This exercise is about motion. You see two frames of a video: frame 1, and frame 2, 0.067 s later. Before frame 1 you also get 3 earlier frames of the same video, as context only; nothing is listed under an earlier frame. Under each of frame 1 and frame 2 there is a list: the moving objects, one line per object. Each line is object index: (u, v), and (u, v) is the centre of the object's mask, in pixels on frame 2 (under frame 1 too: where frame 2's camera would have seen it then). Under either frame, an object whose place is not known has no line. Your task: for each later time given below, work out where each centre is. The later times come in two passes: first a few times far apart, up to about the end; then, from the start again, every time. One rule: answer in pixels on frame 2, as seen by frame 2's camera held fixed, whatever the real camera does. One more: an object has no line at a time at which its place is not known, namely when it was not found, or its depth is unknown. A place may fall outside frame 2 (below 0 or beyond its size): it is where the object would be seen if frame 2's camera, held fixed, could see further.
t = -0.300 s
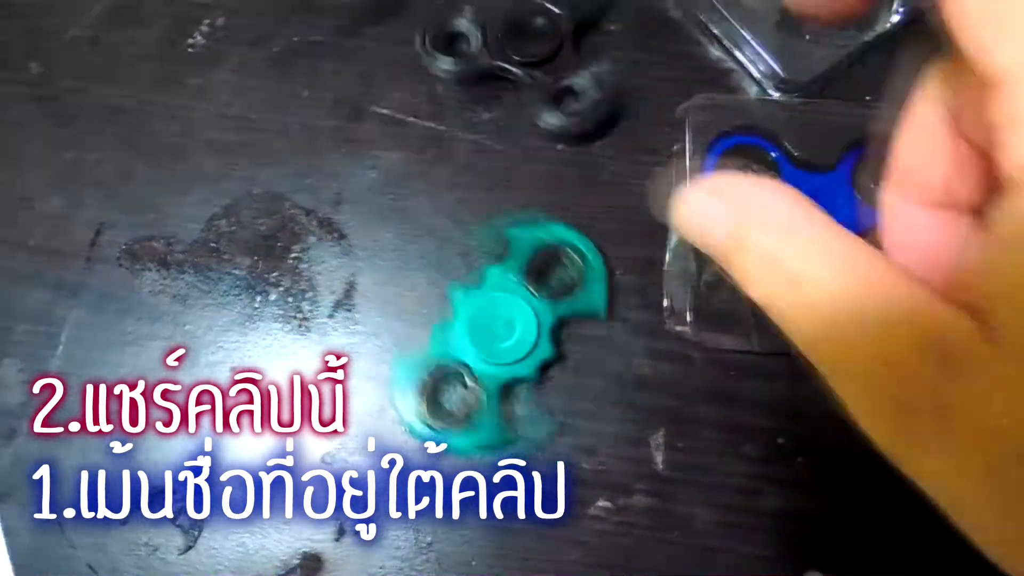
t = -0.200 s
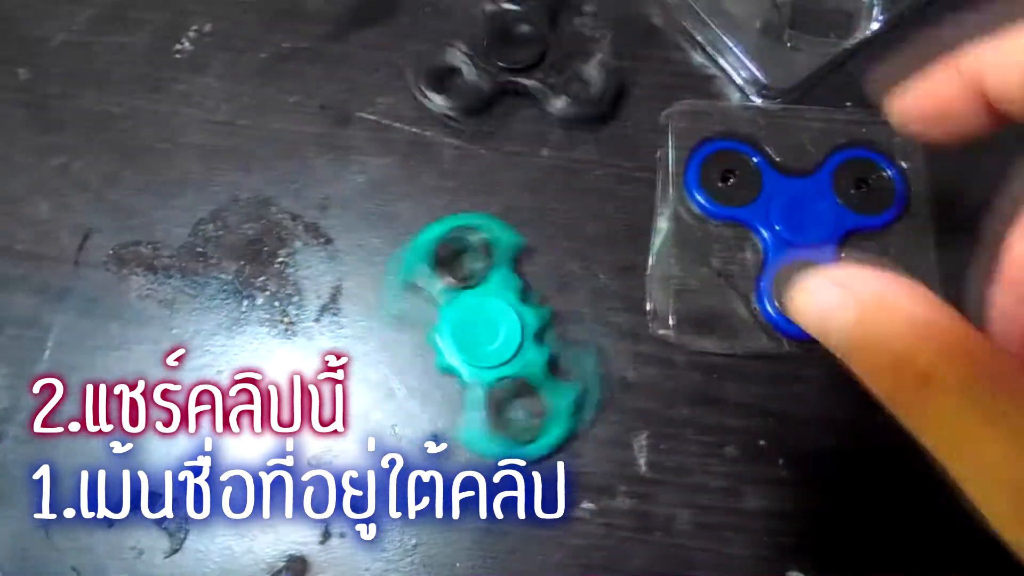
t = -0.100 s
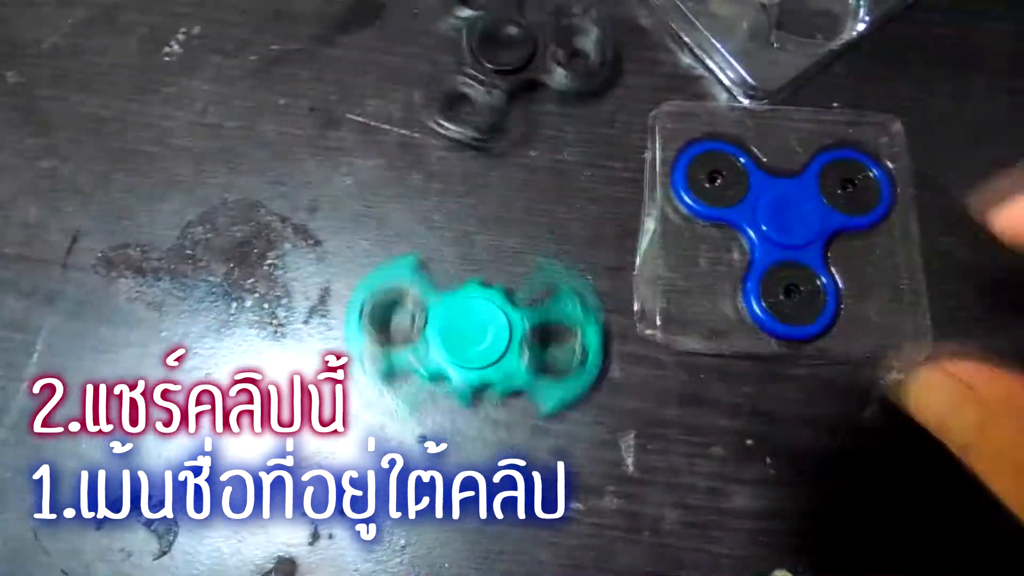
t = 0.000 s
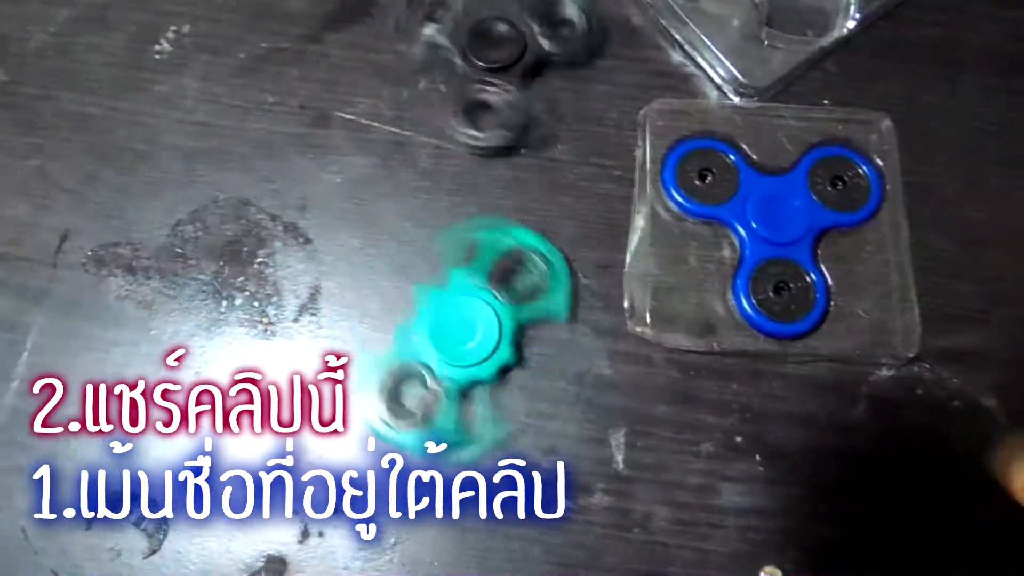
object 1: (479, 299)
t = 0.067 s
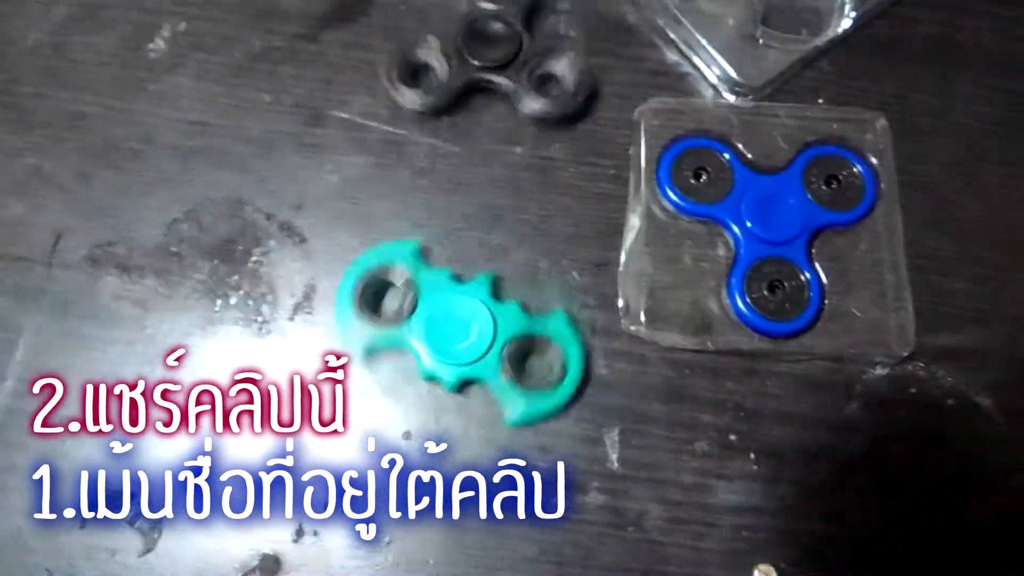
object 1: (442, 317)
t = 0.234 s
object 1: (444, 307)
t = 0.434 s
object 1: (469, 297)
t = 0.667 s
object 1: (439, 317)
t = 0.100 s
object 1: (448, 296)
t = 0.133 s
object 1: (473, 297)
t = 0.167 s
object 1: (491, 311)
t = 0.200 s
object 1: (458, 322)
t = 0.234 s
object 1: (444, 307)
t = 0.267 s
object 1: (456, 296)
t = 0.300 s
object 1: (479, 299)
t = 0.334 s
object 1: (464, 325)
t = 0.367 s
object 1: (444, 318)
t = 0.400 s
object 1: (458, 309)
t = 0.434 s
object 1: (469, 297)
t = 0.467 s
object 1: (461, 334)
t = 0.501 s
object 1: (456, 326)
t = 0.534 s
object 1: (444, 311)
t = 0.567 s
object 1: (455, 296)
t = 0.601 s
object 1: (477, 298)
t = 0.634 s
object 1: (463, 329)
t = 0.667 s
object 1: (439, 317)
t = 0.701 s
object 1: (442, 296)
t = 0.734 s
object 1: (466, 296)
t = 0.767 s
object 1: (464, 333)
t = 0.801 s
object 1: (464, 330)
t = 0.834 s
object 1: (442, 317)
